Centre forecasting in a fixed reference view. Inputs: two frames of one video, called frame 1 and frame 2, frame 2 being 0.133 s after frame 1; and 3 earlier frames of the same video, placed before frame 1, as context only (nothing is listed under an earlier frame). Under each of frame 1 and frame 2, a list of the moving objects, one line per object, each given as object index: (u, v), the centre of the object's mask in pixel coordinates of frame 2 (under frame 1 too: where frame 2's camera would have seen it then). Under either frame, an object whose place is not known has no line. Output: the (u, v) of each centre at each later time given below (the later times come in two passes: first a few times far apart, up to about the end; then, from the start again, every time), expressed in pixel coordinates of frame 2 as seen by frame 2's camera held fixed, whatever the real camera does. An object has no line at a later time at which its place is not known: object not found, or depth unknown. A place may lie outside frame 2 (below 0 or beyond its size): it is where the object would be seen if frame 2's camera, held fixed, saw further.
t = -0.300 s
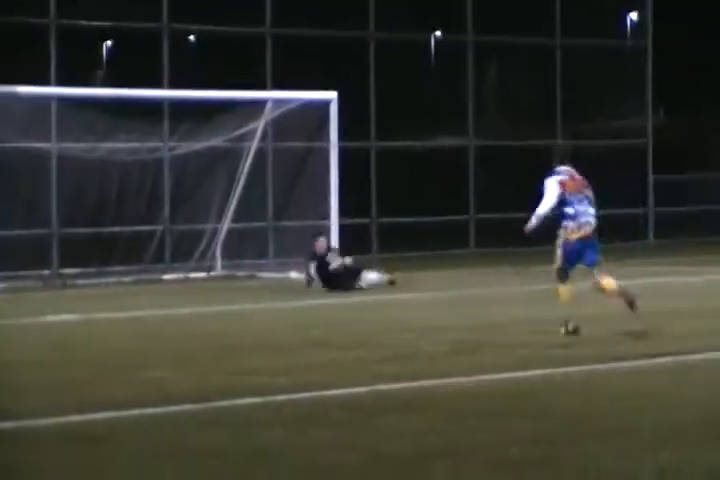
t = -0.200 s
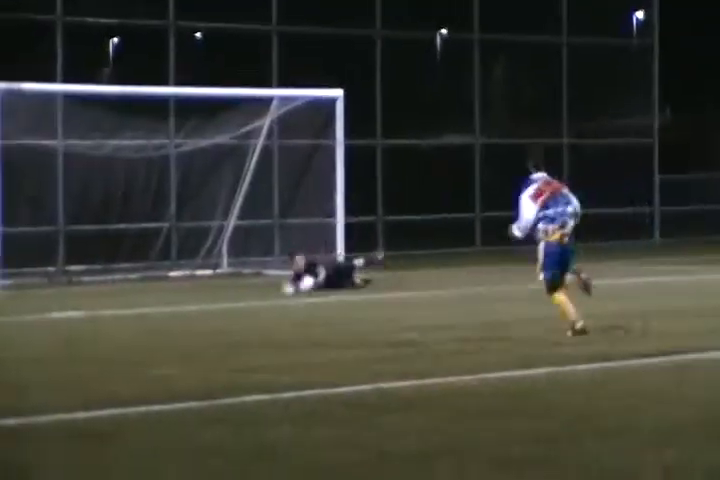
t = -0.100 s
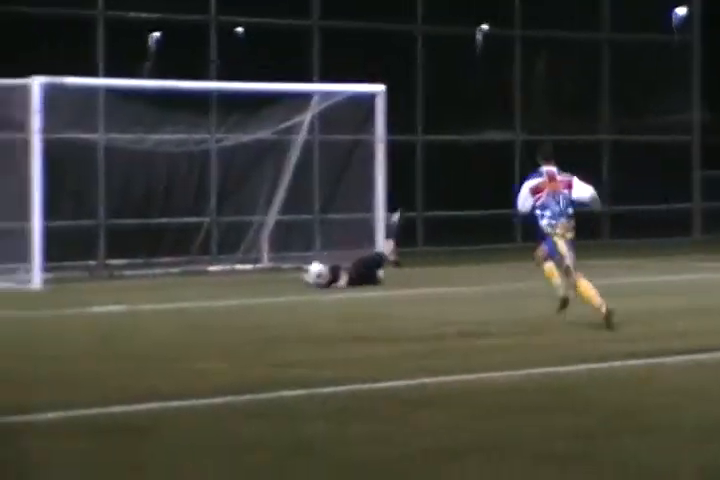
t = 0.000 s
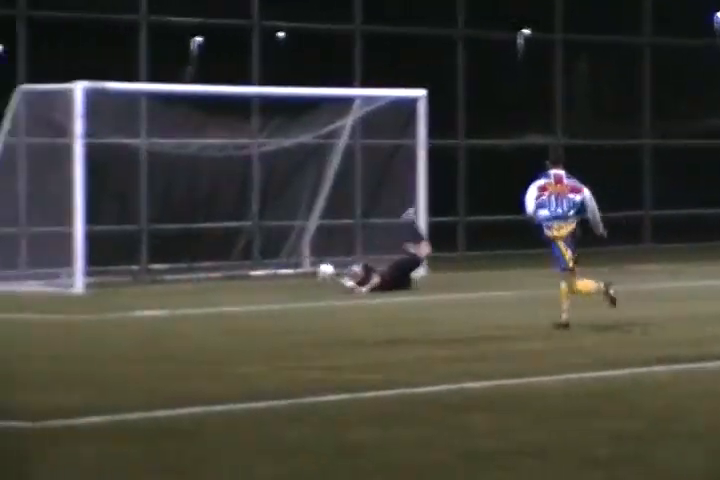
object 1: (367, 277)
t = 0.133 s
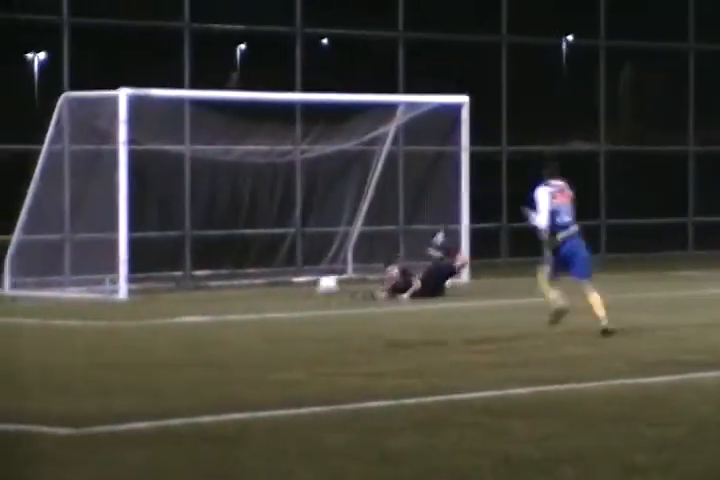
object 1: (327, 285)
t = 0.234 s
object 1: (297, 293)
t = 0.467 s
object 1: (252, 291)
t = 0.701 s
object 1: (211, 295)
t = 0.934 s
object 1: (171, 298)
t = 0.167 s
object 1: (316, 290)
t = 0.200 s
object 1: (305, 294)
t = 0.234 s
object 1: (297, 293)
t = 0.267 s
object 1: (290, 290)
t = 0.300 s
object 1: (284, 287)
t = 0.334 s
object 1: (278, 286)
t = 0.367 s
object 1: (271, 286)
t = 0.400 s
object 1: (264, 286)
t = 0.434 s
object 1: (258, 288)
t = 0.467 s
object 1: (252, 291)
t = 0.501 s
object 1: (245, 294)
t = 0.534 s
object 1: (238, 297)
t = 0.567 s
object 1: (233, 296)
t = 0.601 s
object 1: (227, 294)
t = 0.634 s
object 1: (222, 293)
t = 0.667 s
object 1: (216, 294)
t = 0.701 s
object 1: (211, 295)
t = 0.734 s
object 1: (206, 297)
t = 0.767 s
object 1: (199, 299)
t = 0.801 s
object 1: (194, 299)
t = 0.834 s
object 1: (187, 298)
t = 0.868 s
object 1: (182, 296)
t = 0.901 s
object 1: (177, 297)
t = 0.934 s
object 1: (171, 298)
